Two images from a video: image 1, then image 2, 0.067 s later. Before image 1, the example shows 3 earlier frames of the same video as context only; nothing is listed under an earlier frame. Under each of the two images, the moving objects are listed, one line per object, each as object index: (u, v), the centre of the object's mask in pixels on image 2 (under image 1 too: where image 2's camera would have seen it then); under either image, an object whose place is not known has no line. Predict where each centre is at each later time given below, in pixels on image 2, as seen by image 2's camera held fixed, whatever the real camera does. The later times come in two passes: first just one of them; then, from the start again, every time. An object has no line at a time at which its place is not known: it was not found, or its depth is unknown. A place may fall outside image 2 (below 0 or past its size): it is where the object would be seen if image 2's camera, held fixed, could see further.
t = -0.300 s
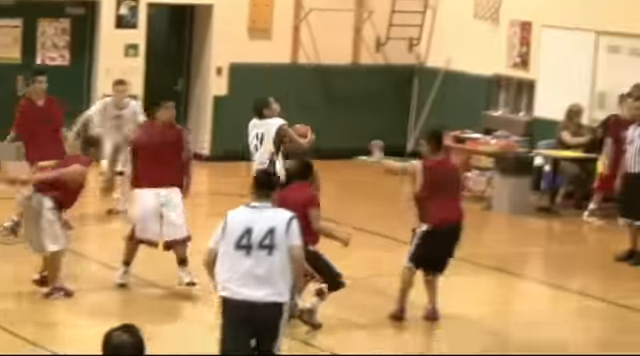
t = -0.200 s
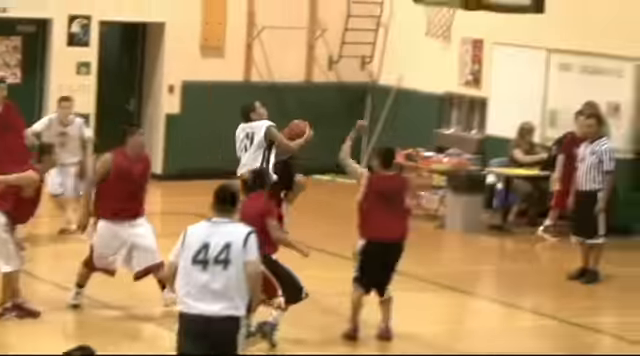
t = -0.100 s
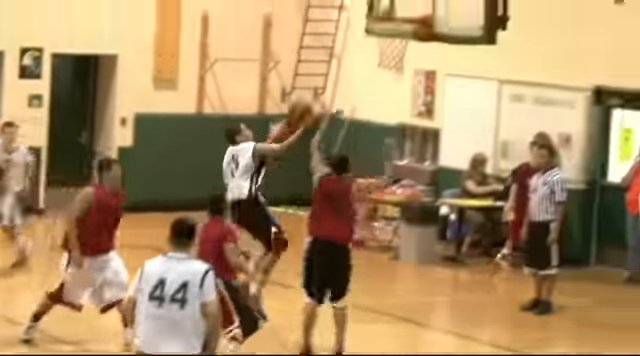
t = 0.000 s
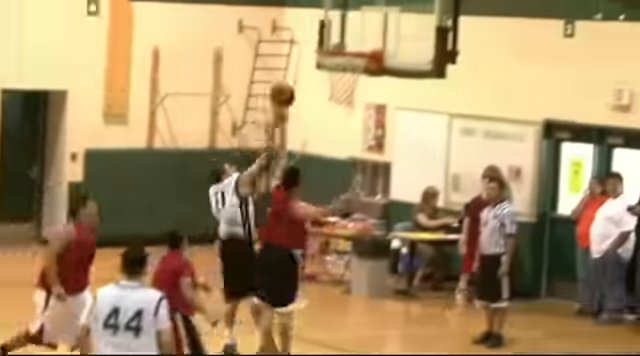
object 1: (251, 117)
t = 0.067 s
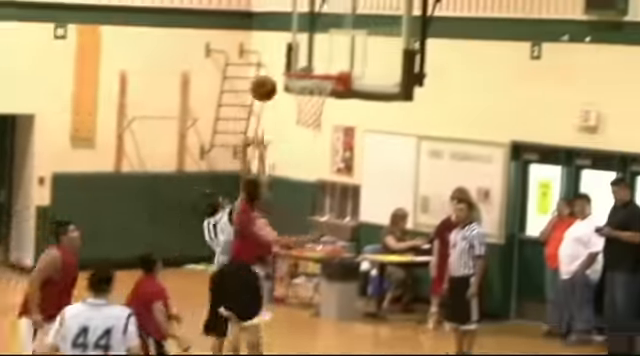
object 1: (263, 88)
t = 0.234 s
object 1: (296, 34)
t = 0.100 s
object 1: (270, 75)
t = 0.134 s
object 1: (277, 63)
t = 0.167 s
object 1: (284, 52)
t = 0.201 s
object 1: (289, 43)
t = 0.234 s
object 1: (296, 34)
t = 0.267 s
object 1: (301, 29)
